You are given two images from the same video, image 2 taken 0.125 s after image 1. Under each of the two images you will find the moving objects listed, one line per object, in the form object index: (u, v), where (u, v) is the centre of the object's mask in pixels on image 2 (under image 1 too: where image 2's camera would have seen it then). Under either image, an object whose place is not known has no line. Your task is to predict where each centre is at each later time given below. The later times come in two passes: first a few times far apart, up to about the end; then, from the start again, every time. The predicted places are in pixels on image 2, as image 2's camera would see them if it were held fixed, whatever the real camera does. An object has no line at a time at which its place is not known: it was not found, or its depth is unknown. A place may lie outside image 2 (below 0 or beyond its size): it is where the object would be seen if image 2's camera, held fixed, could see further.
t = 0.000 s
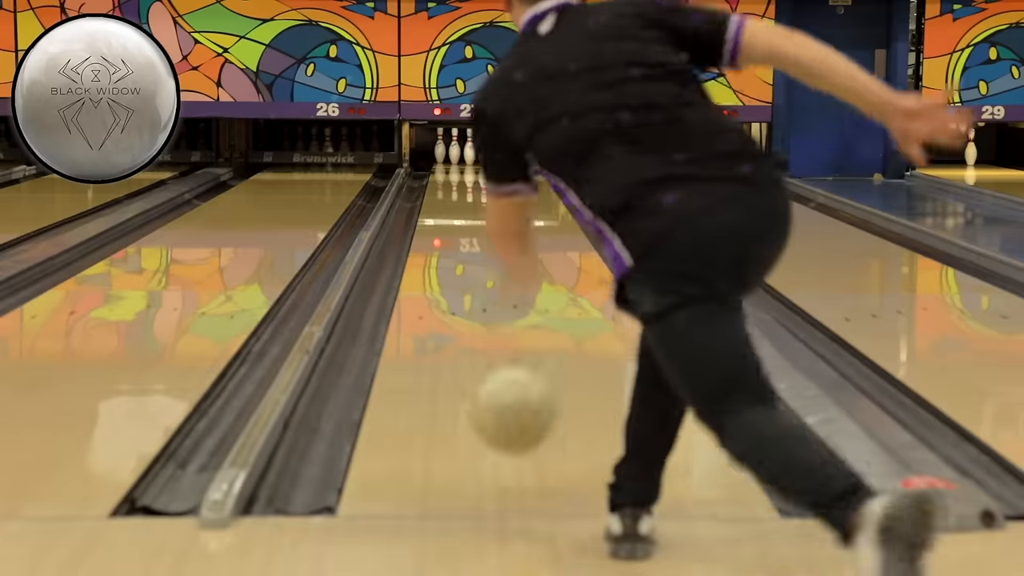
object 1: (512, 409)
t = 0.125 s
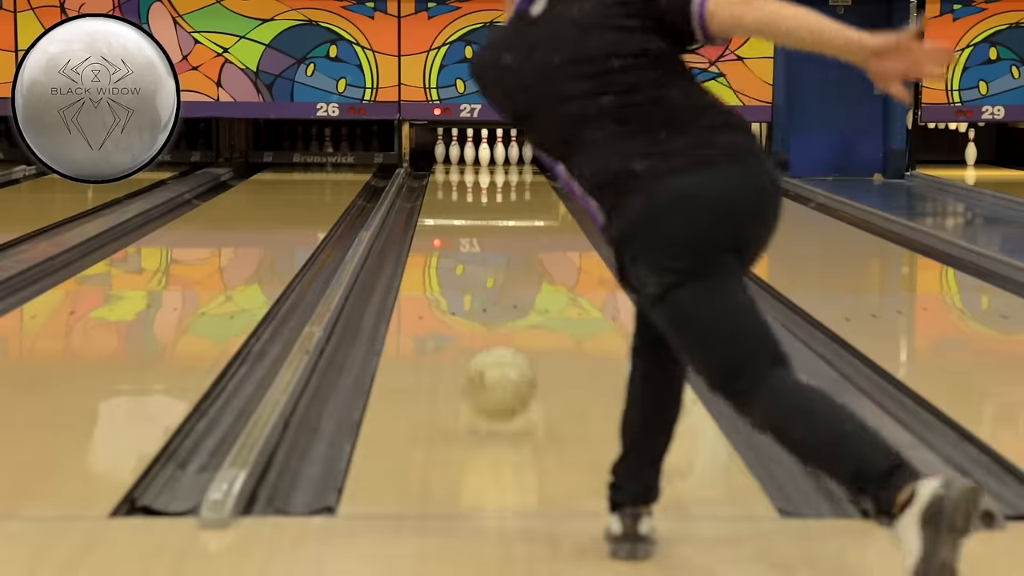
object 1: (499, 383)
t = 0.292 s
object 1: (488, 346)
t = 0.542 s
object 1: (474, 289)
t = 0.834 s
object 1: (462, 250)
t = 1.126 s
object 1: (461, 219)
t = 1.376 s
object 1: (459, 201)
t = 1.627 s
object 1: (458, 186)
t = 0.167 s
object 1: (495, 384)
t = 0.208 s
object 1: (491, 368)
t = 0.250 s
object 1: (489, 357)
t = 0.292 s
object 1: (488, 346)
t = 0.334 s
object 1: (484, 335)
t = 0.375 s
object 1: (482, 324)
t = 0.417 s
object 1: (479, 314)
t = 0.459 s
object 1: (477, 305)
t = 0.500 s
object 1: (476, 296)
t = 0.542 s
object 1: (474, 289)
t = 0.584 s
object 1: (474, 282)
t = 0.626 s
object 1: (472, 275)
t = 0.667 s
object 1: (470, 269)
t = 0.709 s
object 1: (469, 264)
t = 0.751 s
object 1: (467, 257)
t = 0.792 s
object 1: (466, 253)
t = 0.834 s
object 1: (462, 250)
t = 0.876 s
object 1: (463, 243)
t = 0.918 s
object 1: (463, 239)
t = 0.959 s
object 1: (464, 234)
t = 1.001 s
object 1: (462, 230)
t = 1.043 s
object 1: (462, 226)
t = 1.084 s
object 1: (461, 222)
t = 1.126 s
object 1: (461, 219)
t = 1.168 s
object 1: (461, 216)
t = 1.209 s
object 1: (460, 212)
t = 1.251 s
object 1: (460, 208)
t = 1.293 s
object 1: (460, 205)
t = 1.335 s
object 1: (459, 203)
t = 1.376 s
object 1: (459, 201)
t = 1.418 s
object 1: (460, 199)
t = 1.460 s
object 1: (459, 196)
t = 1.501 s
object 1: (459, 194)
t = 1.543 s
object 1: (459, 191)
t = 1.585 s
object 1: (458, 188)
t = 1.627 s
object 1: (458, 186)
